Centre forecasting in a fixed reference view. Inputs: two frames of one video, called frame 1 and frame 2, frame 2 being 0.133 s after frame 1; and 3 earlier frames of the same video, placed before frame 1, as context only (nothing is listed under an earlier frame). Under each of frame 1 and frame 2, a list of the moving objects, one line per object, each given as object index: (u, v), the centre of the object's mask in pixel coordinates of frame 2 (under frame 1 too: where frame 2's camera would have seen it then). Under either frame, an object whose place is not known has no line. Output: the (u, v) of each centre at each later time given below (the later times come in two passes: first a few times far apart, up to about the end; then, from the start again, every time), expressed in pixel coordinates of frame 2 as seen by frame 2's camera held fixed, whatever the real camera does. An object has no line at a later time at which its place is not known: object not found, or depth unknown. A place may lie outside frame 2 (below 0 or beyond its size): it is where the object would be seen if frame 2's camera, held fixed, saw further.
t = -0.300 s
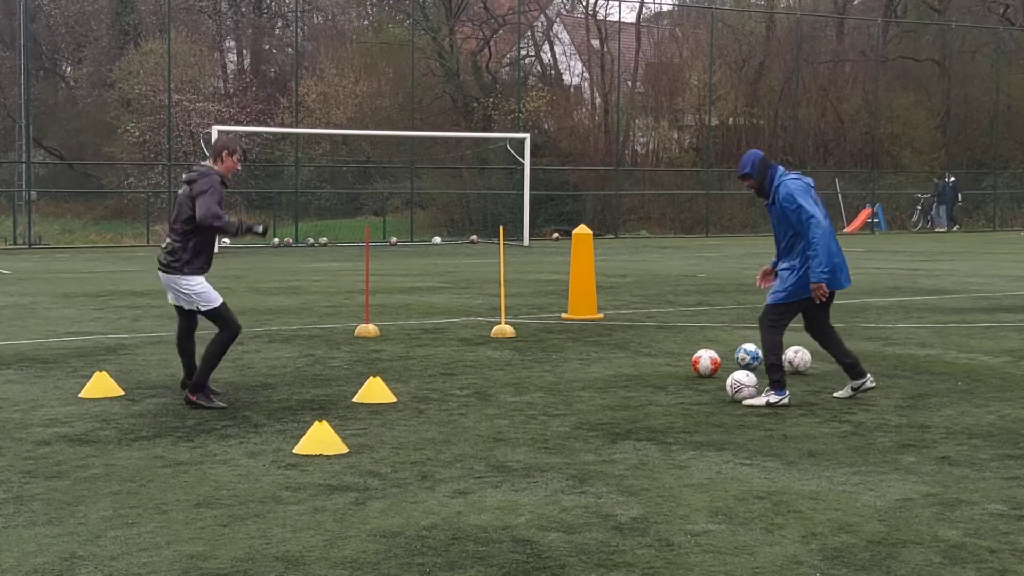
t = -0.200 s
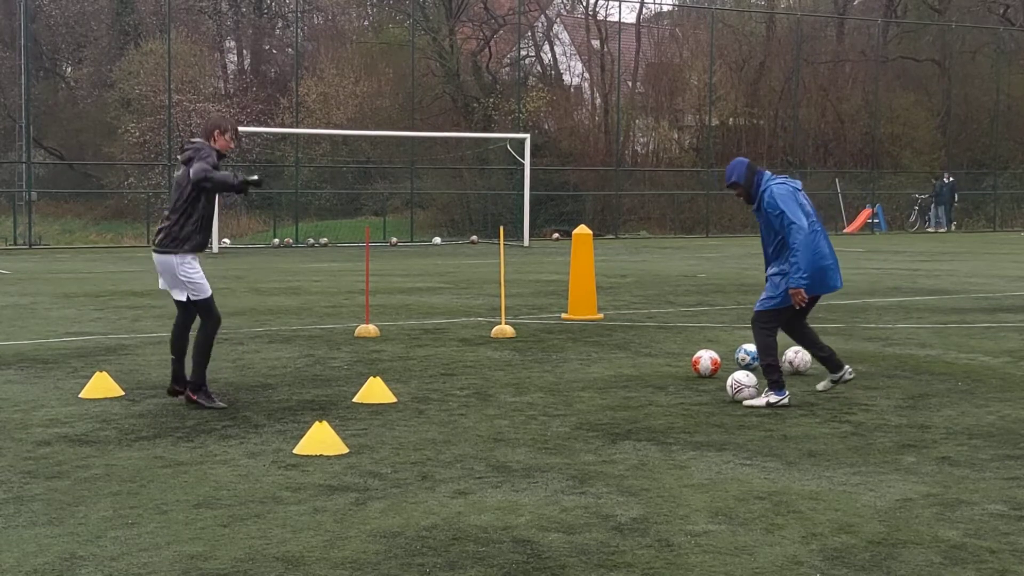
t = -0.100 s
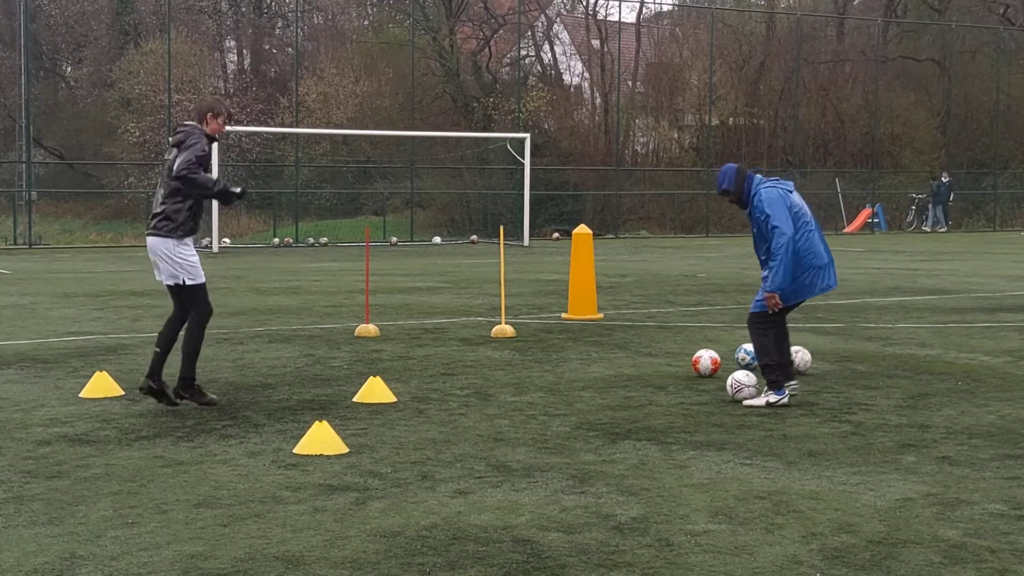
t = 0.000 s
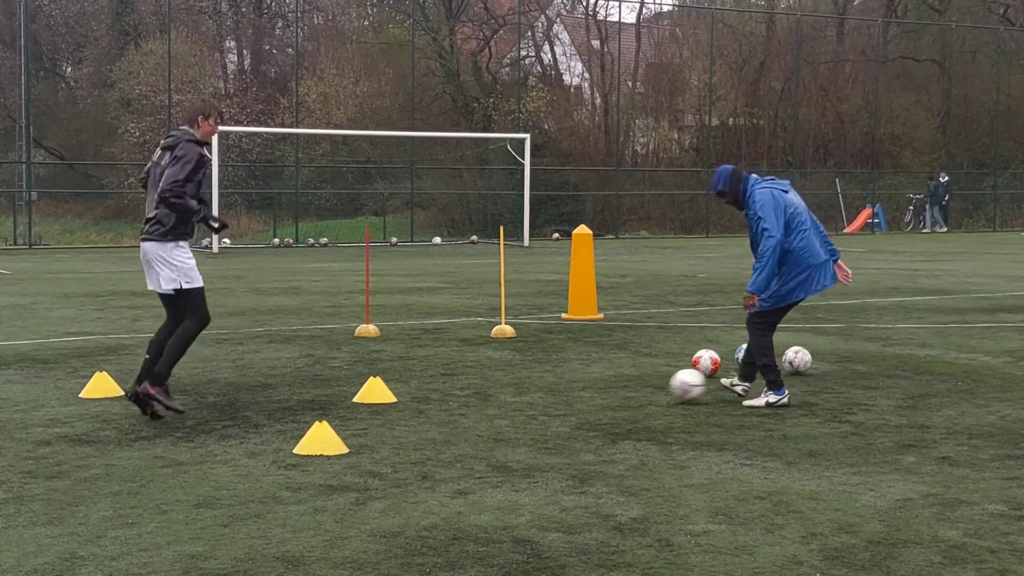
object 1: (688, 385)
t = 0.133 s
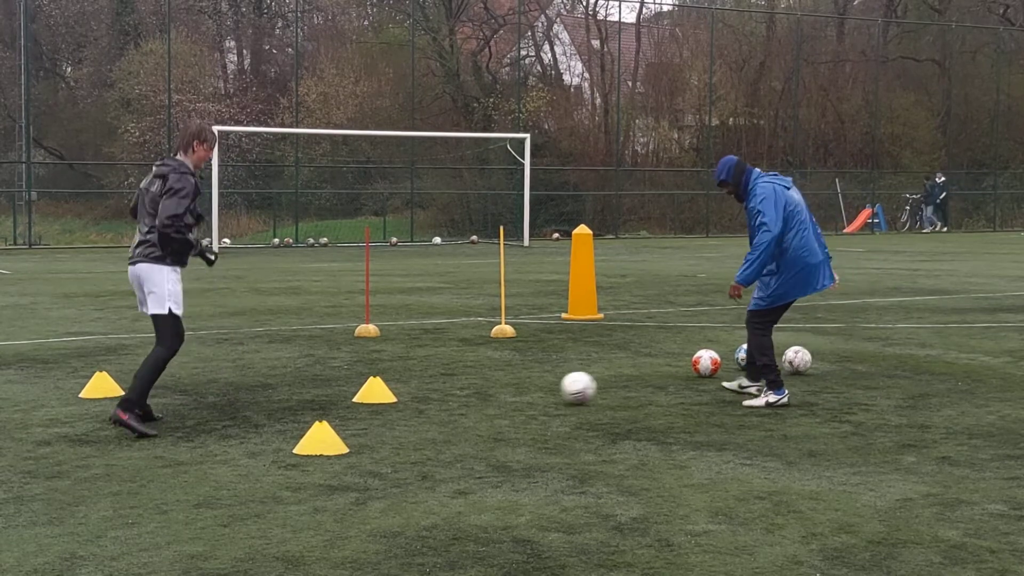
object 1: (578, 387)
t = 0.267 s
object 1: (479, 390)
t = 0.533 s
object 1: (317, 392)
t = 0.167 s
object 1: (553, 387)
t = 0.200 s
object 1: (528, 386)
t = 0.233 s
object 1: (504, 387)
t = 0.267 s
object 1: (479, 390)
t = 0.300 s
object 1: (457, 390)
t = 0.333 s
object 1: (434, 390)
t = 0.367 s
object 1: (413, 391)
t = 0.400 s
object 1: (392, 391)
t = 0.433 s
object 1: (372, 391)
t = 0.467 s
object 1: (353, 391)
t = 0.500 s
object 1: (335, 392)
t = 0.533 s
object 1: (317, 392)
